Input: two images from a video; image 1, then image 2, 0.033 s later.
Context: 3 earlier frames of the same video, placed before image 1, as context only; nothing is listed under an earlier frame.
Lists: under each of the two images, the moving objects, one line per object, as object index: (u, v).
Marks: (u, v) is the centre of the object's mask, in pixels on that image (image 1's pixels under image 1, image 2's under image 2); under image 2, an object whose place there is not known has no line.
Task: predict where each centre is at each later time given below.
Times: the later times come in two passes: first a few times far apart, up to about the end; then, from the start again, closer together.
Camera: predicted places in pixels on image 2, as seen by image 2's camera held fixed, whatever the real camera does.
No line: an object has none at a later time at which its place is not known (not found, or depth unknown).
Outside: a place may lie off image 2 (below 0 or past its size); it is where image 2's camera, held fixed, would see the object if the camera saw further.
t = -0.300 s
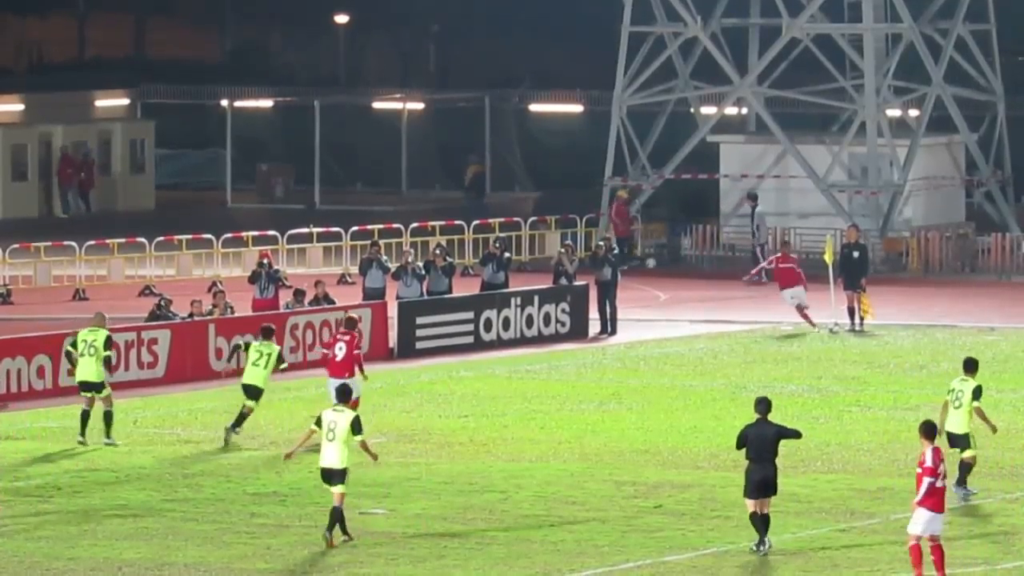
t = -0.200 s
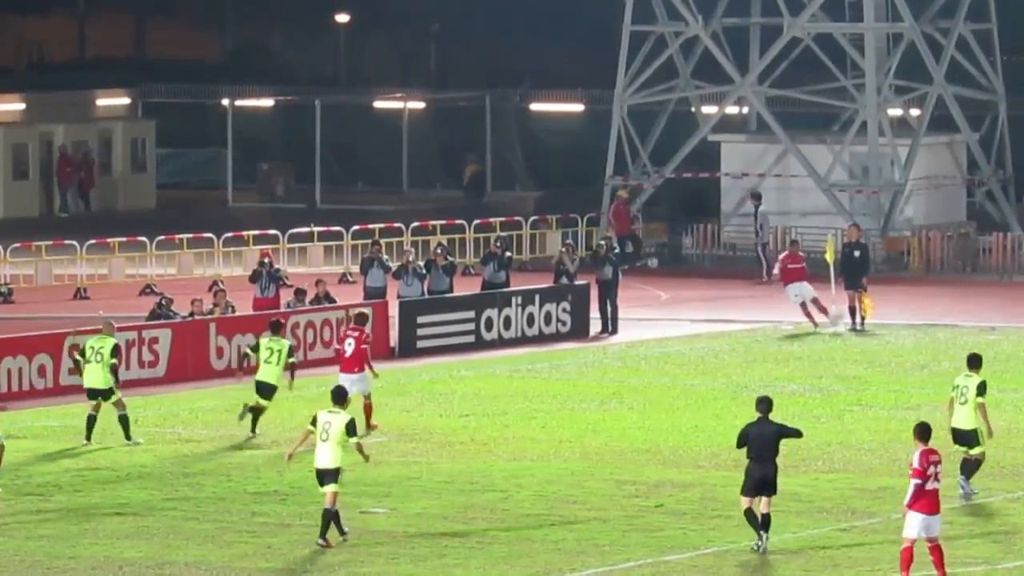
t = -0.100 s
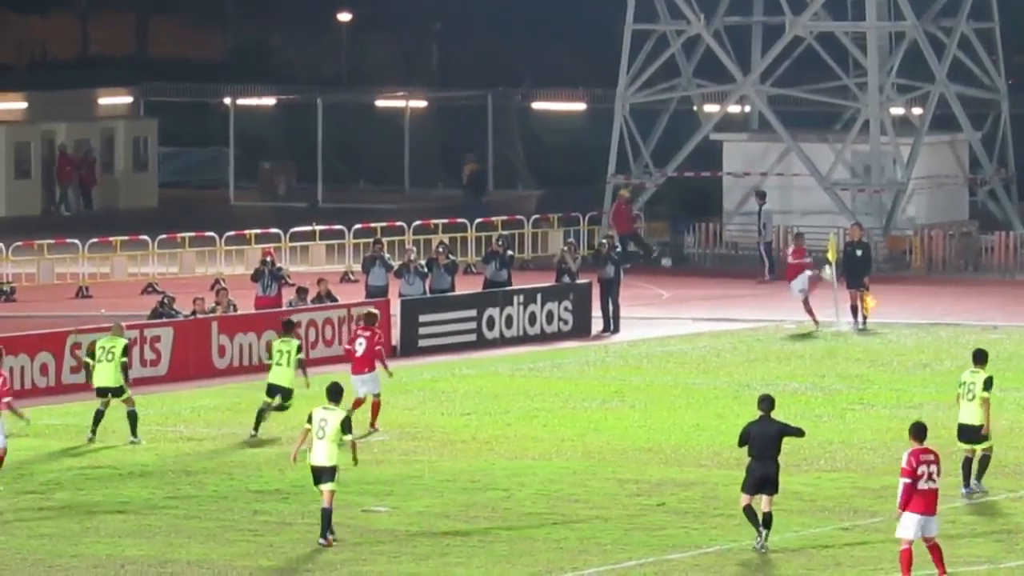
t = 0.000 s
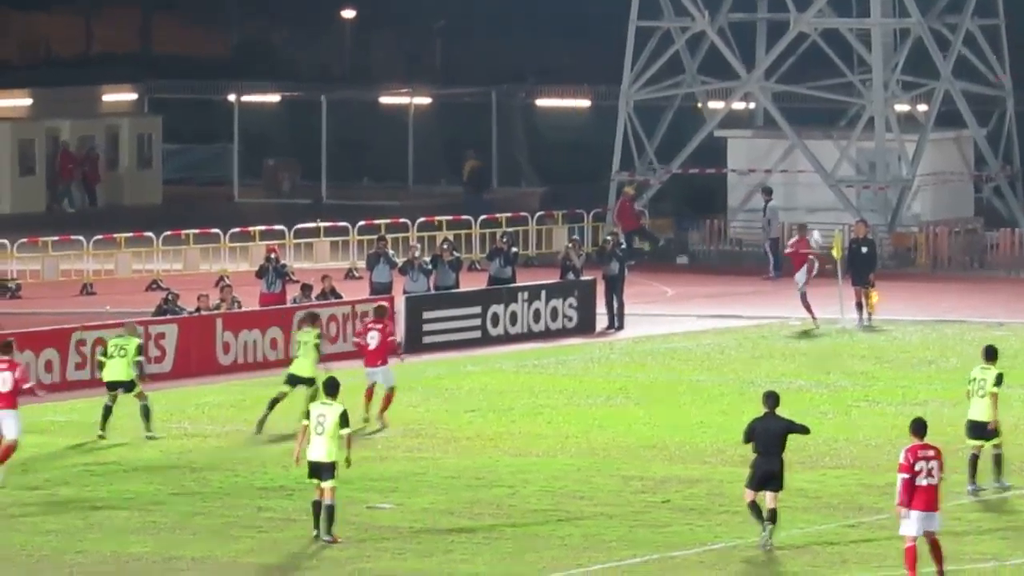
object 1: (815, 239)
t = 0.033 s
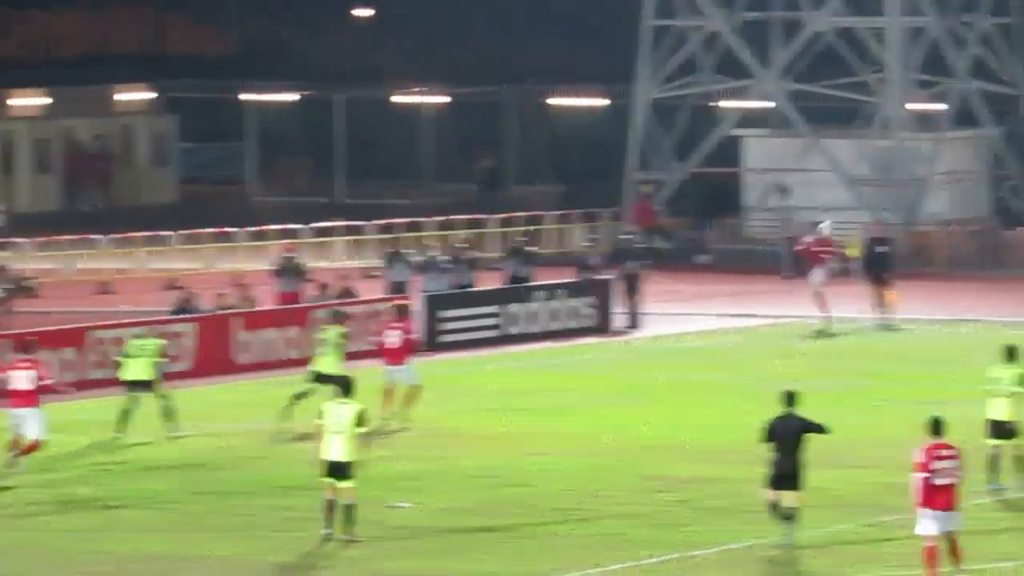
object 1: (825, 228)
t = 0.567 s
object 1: (604, 172)
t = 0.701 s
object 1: (527, 185)
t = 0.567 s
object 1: (604, 172)
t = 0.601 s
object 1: (585, 175)
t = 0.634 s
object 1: (566, 177)
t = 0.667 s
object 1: (547, 181)
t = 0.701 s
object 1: (527, 185)
